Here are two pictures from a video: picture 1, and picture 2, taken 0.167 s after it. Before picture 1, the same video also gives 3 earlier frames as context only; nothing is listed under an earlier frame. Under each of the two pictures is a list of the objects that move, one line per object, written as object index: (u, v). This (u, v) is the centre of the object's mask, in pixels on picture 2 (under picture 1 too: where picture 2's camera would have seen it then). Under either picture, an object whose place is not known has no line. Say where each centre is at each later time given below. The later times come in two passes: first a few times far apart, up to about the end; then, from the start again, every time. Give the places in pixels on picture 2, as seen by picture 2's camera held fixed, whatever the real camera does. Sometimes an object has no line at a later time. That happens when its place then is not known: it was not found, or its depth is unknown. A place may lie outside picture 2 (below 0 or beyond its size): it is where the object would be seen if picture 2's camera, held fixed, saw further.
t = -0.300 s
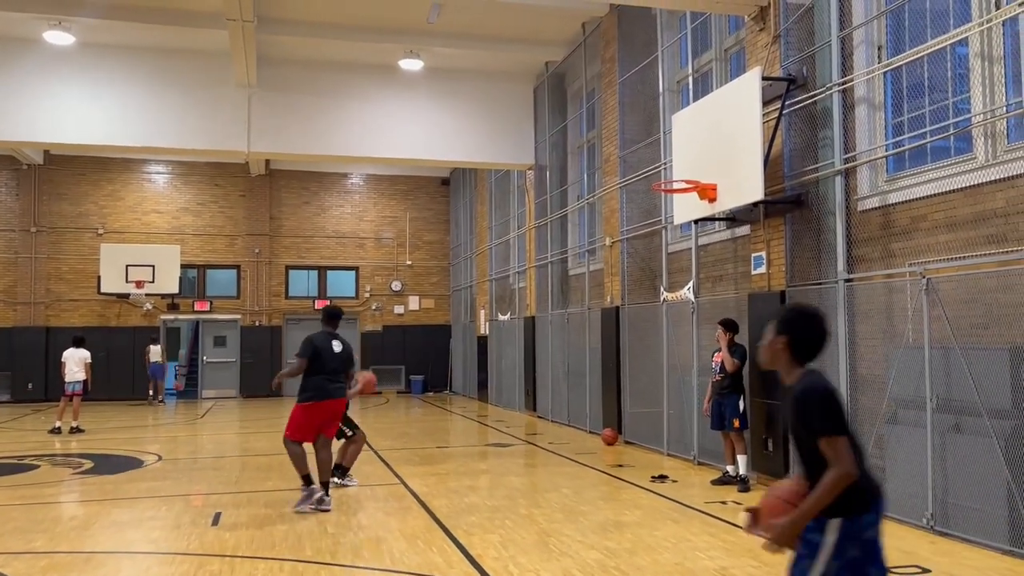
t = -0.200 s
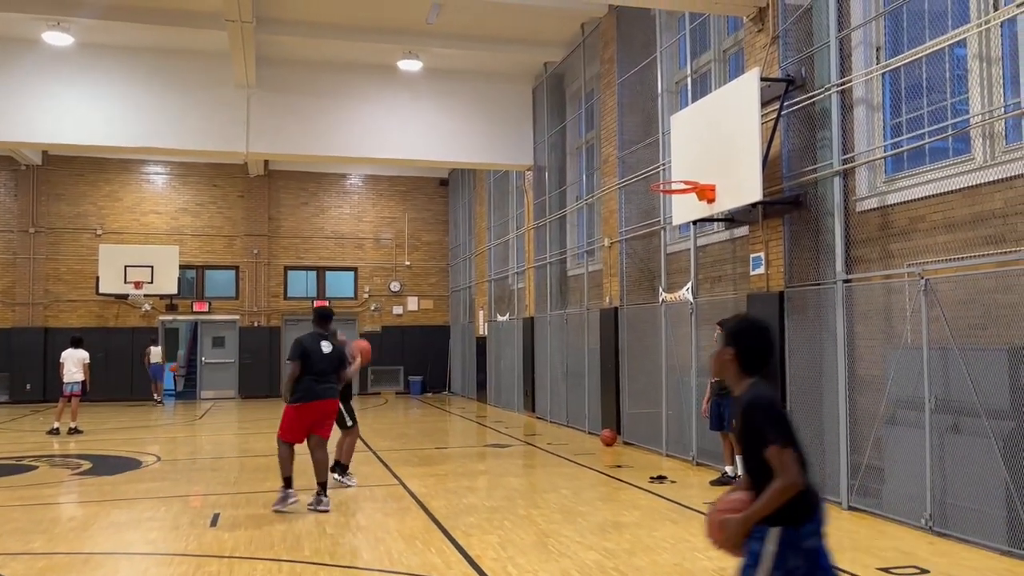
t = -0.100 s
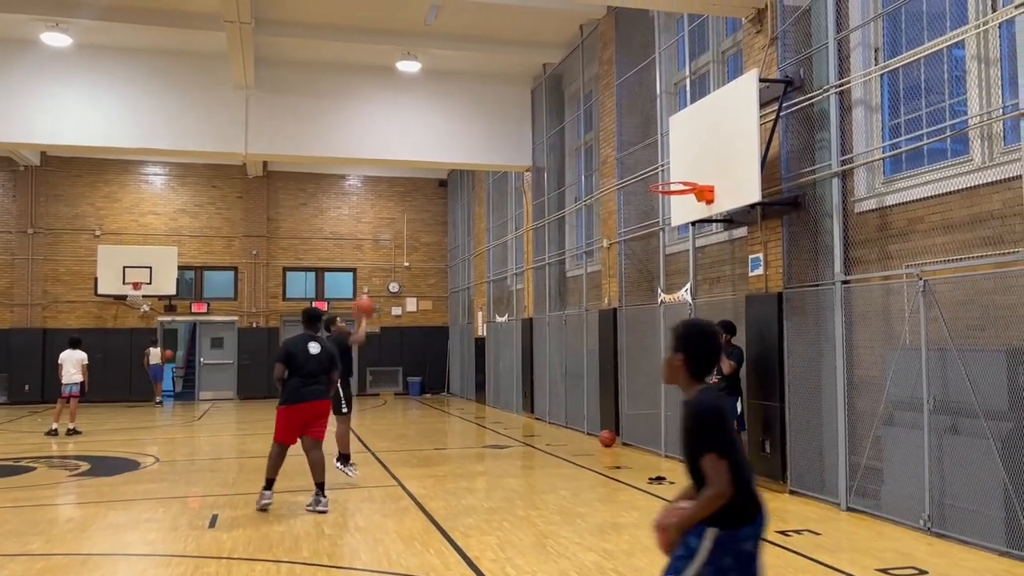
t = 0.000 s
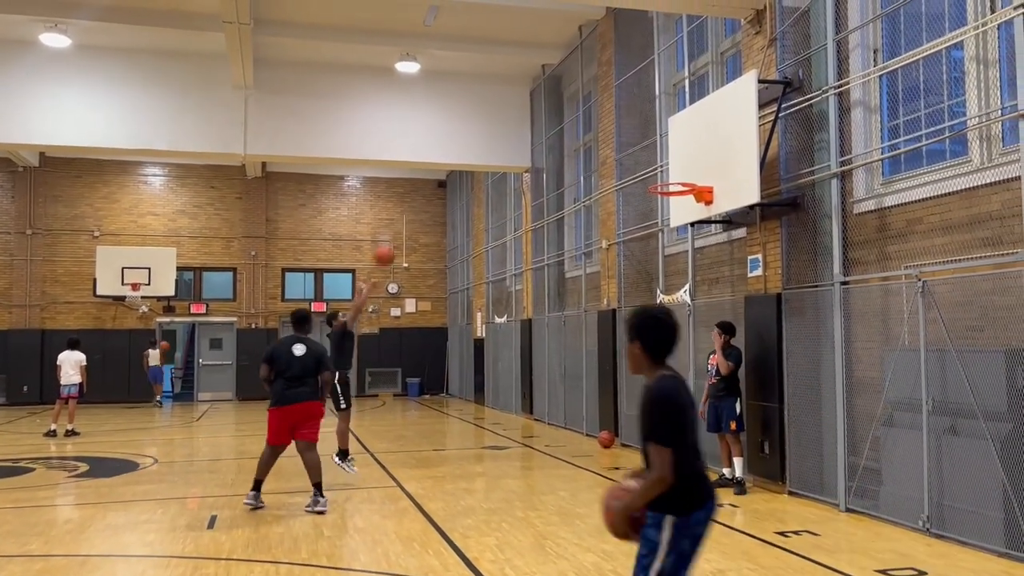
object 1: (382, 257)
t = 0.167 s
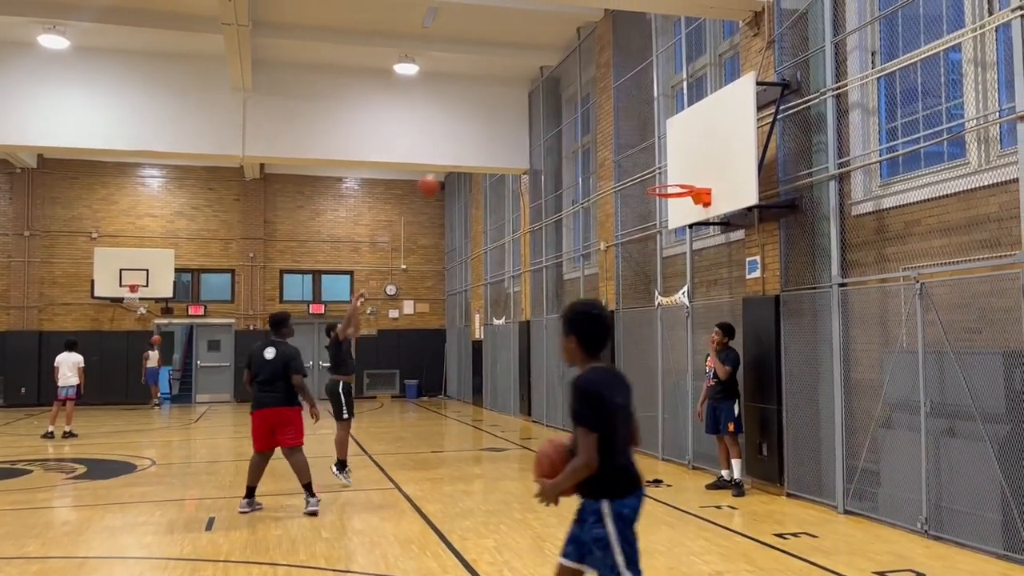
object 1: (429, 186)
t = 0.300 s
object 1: (467, 147)
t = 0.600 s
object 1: (553, 117)
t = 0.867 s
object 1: (633, 162)
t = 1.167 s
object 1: (663, 157)
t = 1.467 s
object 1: (684, 213)
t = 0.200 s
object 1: (438, 176)
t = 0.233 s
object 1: (447, 165)
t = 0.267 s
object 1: (457, 155)
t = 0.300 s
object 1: (467, 147)
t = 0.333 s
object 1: (476, 139)
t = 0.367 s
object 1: (486, 133)
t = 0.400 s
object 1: (495, 127)
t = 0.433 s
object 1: (505, 123)
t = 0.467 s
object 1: (514, 120)
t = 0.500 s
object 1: (524, 118)
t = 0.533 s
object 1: (533, 116)
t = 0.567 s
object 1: (543, 116)
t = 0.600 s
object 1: (553, 117)
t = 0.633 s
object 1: (562, 119)
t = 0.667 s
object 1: (572, 122)
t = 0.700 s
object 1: (582, 126)
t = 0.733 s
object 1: (592, 131)
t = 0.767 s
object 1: (602, 137)
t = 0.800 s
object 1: (613, 145)
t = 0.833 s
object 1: (622, 152)
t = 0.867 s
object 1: (633, 162)
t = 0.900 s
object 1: (643, 173)
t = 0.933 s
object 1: (649, 176)
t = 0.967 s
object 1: (651, 170)
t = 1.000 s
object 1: (652, 165)
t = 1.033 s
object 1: (655, 161)
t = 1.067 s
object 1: (657, 159)
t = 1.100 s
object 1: (659, 157)
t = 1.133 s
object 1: (661, 157)
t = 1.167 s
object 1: (663, 157)
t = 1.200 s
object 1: (666, 159)
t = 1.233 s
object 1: (668, 162)
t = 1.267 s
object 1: (670, 166)
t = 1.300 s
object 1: (672, 170)
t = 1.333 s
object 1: (674, 177)
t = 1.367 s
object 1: (677, 184)
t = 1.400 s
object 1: (679, 192)
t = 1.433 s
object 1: (682, 202)
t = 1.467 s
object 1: (684, 213)
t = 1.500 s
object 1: (686, 226)
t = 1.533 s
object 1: (688, 238)
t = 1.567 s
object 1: (692, 253)
